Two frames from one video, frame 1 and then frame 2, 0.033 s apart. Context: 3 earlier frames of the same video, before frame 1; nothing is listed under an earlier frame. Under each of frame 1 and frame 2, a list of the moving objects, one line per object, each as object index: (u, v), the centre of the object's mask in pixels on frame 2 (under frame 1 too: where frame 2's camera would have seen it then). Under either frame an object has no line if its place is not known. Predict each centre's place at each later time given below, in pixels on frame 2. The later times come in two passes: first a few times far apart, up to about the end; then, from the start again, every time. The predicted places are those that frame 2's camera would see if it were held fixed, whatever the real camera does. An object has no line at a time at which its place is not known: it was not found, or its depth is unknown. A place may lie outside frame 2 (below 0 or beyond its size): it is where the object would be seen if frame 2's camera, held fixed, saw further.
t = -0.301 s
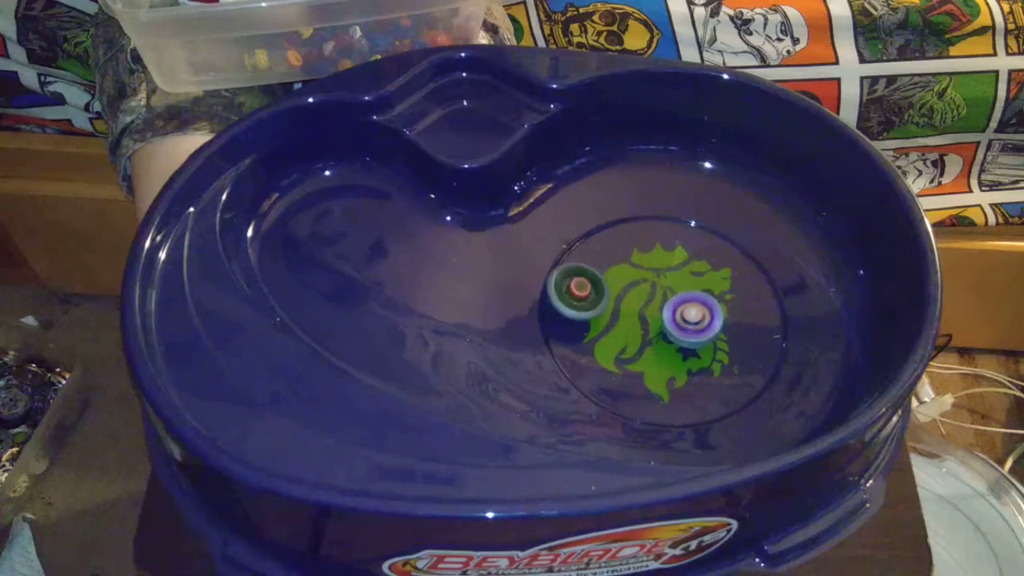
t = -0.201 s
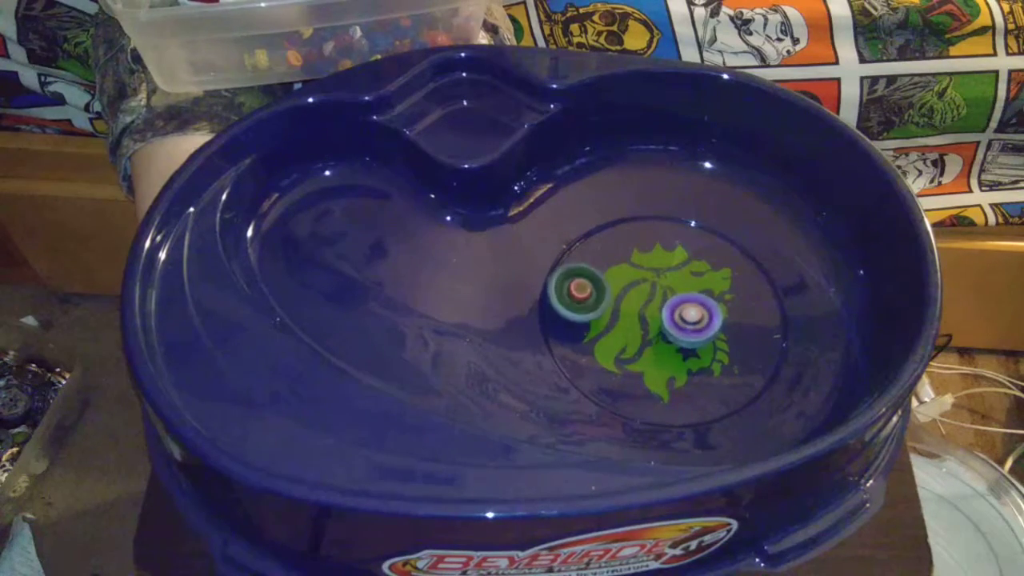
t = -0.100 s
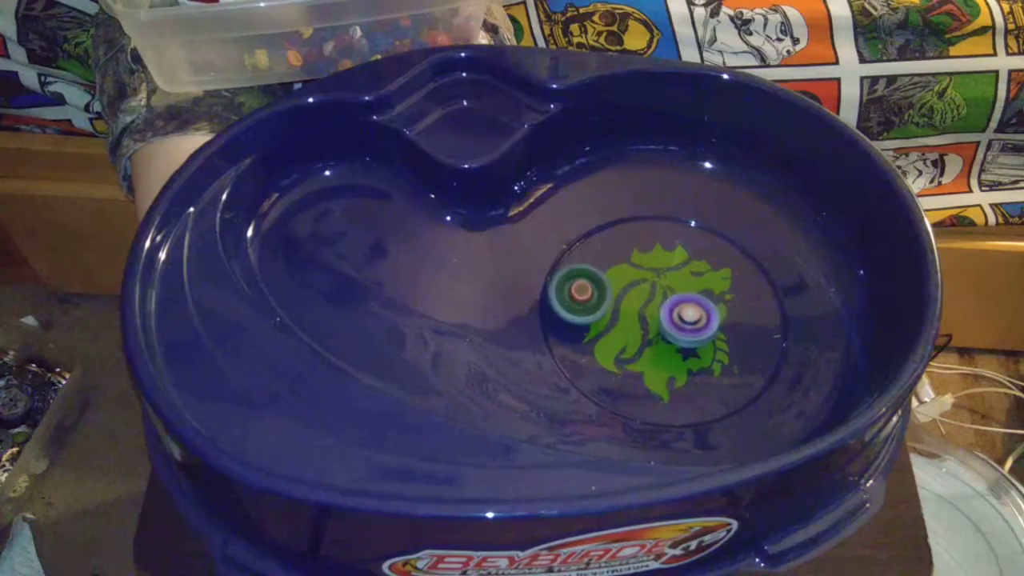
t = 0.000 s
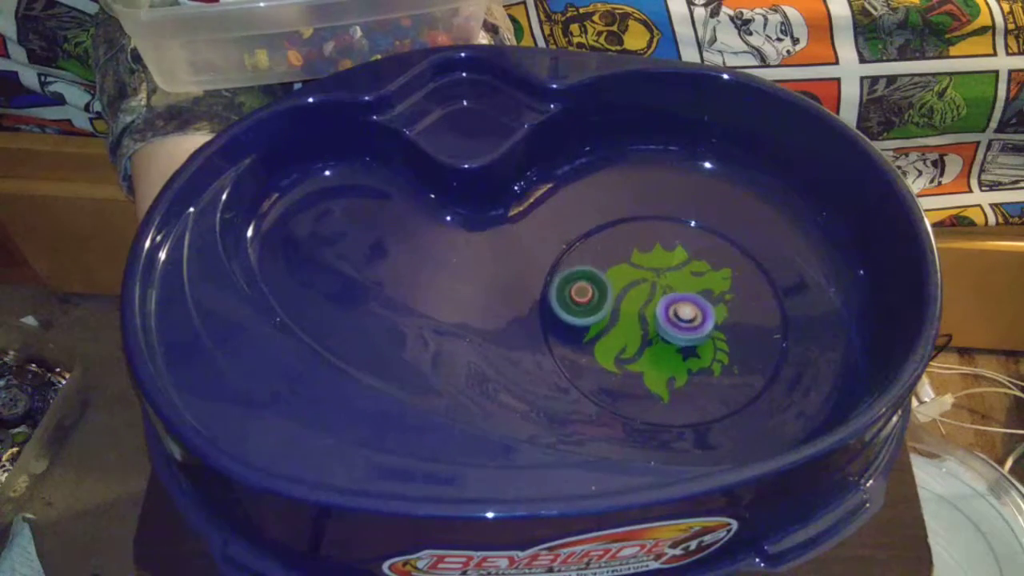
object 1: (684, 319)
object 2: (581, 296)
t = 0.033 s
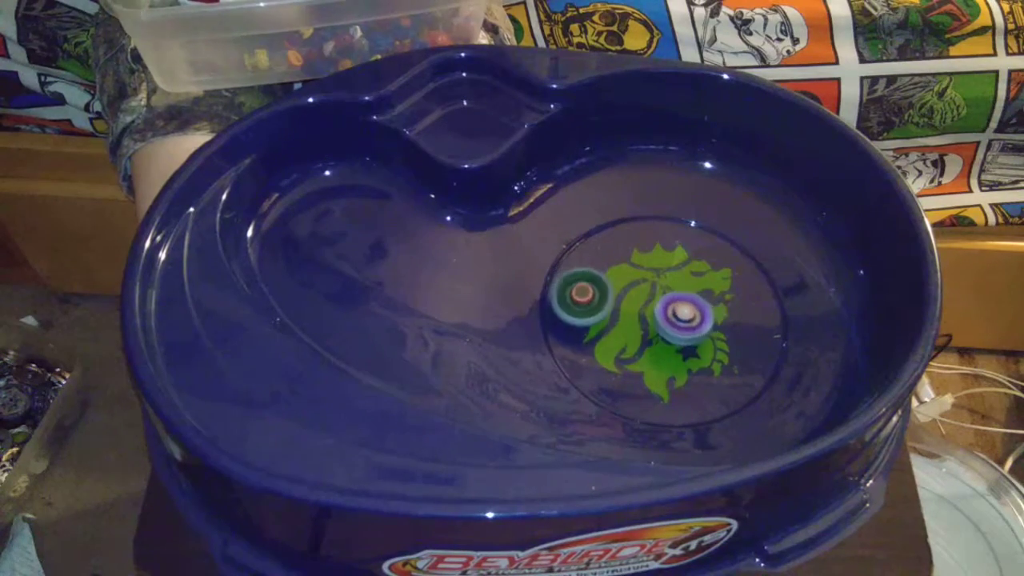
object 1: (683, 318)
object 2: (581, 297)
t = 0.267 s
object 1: (676, 310)
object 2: (586, 305)
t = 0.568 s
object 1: (677, 301)
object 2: (587, 311)
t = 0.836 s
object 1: (679, 300)
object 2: (589, 314)
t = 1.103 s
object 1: (673, 304)
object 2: (594, 317)
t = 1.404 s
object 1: (663, 300)
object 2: (599, 322)
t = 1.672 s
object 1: (662, 295)
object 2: (602, 325)
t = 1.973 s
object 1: (663, 297)
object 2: (605, 327)
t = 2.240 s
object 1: (661, 301)
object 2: (605, 331)
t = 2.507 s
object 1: (658, 301)
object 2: (607, 333)
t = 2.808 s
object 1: (657, 299)
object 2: (610, 336)
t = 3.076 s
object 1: (669, 296)
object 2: (598, 350)
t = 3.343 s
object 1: (672, 299)
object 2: (601, 357)
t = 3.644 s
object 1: (664, 303)
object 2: (609, 358)
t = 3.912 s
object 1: (657, 298)
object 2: (634, 358)
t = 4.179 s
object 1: (658, 296)
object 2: (649, 363)
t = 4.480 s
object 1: (660, 299)
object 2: (655, 362)
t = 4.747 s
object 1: (654, 298)
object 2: (661, 363)
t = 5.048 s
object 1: (653, 293)
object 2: (665, 362)
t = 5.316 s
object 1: (655, 296)
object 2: (668, 362)
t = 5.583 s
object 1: (651, 301)
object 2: (671, 360)
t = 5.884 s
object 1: (646, 299)
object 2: (675, 353)
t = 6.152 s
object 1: (647, 298)
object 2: (679, 352)
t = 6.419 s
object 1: (649, 296)
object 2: (683, 361)
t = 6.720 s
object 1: (645, 298)
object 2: (688, 356)
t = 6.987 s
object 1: (644, 299)
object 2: (689, 357)
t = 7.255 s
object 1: (644, 300)
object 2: (688, 351)
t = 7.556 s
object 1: (644, 305)
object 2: (693, 350)
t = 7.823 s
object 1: (642, 307)
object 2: (694, 348)
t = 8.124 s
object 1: (642, 305)
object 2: (695, 344)
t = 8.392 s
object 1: (639, 298)
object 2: (709, 355)
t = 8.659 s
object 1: (636, 292)
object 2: (720, 361)
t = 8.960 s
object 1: (638, 297)
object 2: (716, 346)
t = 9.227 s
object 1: (636, 302)
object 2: (701, 306)
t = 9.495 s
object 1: (635, 302)
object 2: (696, 295)
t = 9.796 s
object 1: (628, 303)
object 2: (700, 298)
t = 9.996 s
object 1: (625, 305)
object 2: (701, 298)
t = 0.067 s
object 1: (682, 317)
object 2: (582, 298)
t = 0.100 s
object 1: (681, 317)
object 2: (583, 299)
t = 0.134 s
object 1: (679, 315)
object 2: (584, 300)
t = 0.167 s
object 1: (678, 314)
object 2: (584, 301)
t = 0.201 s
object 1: (678, 313)
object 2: (585, 302)
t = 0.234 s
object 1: (676, 311)
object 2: (586, 304)
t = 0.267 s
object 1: (676, 310)
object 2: (586, 305)
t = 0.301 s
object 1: (675, 308)
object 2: (586, 306)
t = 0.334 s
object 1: (675, 307)
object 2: (586, 307)
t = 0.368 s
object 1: (675, 306)
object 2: (587, 307)
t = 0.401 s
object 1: (675, 305)
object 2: (587, 308)
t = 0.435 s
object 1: (676, 304)
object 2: (587, 309)
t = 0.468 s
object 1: (676, 303)
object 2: (587, 309)
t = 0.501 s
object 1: (676, 302)
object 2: (587, 310)
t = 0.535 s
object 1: (677, 301)
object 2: (587, 310)
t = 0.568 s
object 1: (677, 301)
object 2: (587, 311)
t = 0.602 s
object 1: (678, 300)
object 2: (588, 311)
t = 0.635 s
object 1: (678, 300)
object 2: (588, 311)
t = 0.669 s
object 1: (679, 300)
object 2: (588, 311)
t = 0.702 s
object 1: (679, 300)
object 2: (588, 312)
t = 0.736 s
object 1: (679, 300)
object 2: (589, 312)
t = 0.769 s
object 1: (679, 300)
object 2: (589, 313)
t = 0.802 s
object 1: (679, 300)
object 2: (589, 313)
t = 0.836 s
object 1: (679, 300)
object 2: (589, 314)
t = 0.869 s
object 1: (679, 301)
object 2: (590, 314)
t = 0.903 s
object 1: (678, 301)
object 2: (590, 314)
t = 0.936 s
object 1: (678, 302)
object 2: (591, 314)
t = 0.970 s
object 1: (677, 303)
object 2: (592, 315)
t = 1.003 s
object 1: (676, 303)
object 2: (592, 316)
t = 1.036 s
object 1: (676, 304)
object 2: (592, 316)
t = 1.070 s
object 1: (674, 304)
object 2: (593, 316)
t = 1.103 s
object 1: (673, 304)
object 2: (594, 317)
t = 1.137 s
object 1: (671, 304)
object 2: (595, 318)
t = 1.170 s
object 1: (670, 304)
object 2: (596, 319)
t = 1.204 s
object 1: (669, 304)
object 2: (597, 320)
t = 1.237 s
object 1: (668, 304)
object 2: (598, 321)
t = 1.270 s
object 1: (667, 303)
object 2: (598, 321)
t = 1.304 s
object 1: (666, 302)
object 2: (598, 322)
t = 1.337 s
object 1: (665, 302)
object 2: (599, 322)
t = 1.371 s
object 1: (663, 301)
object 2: (599, 322)
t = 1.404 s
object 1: (663, 300)
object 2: (599, 322)
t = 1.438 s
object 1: (662, 299)
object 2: (599, 323)
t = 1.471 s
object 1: (662, 299)
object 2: (600, 323)
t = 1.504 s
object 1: (662, 297)
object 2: (600, 323)
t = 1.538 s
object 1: (662, 297)
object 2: (601, 324)
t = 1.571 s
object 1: (662, 296)
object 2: (601, 324)
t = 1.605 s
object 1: (662, 296)
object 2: (602, 324)
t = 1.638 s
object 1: (662, 295)
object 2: (602, 325)
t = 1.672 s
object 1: (662, 295)
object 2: (602, 325)
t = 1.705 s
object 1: (662, 295)
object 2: (602, 325)
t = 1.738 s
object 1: (662, 294)
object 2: (602, 325)
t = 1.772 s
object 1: (663, 294)
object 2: (602, 326)
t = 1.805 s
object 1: (662, 294)
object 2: (602, 326)
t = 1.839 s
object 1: (663, 295)
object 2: (603, 326)
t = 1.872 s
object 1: (663, 294)
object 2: (603, 326)
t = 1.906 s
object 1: (663, 295)
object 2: (604, 327)
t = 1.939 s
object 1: (663, 295)
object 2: (604, 327)
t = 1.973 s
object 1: (663, 297)
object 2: (605, 327)
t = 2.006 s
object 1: (664, 297)
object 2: (605, 327)
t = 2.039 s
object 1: (663, 298)
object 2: (606, 328)
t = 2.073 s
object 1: (663, 299)
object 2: (606, 328)
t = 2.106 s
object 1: (662, 299)
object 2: (607, 328)
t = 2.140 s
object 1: (662, 300)
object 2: (607, 328)
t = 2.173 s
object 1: (661, 300)
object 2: (608, 329)
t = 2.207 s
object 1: (661, 301)
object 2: (608, 330)
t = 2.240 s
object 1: (661, 301)
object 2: (605, 331)
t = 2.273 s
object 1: (662, 302)
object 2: (604, 332)
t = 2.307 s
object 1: (661, 302)
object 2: (604, 332)
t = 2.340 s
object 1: (660, 302)
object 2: (605, 332)
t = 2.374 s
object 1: (660, 302)
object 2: (604, 332)
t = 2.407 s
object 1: (659, 302)
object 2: (605, 332)
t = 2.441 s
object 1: (659, 302)
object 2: (605, 333)
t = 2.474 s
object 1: (658, 301)
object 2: (606, 333)
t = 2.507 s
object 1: (658, 301)
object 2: (607, 333)
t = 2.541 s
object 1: (658, 301)
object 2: (607, 334)
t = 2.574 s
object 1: (658, 300)
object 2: (608, 334)
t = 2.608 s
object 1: (657, 300)
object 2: (608, 334)
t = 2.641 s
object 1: (657, 300)
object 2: (608, 335)
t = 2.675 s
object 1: (657, 300)
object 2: (608, 335)
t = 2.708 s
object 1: (657, 300)
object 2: (609, 335)
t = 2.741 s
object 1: (657, 300)
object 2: (609, 336)
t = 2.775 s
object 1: (657, 300)
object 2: (609, 336)
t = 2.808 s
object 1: (657, 299)
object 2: (610, 336)
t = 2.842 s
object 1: (657, 299)
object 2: (610, 336)
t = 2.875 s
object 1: (658, 299)
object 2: (611, 336)
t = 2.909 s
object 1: (658, 299)
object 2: (612, 336)
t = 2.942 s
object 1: (658, 299)
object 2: (612, 337)
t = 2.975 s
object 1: (658, 299)
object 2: (613, 337)
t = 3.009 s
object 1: (663, 297)
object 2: (606, 342)
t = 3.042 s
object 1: (667, 295)
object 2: (601, 347)
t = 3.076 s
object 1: (669, 296)
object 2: (598, 350)
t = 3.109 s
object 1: (670, 296)
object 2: (598, 353)
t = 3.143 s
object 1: (671, 296)
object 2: (598, 355)
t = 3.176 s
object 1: (671, 296)
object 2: (598, 356)
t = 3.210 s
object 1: (672, 297)
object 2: (598, 356)
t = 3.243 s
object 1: (672, 297)
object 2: (599, 356)
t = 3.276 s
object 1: (672, 298)
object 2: (600, 356)
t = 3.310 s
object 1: (672, 298)
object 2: (600, 356)
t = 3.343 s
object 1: (672, 299)
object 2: (601, 357)
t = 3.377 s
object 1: (672, 300)
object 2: (602, 357)
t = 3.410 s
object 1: (671, 300)
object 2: (603, 357)
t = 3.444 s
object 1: (671, 300)
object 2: (604, 358)
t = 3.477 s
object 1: (669, 302)
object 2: (605, 358)
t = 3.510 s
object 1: (669, 302)
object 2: (606, 358)
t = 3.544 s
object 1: (667, 303)
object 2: (606, 358)
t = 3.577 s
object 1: (667, 303)
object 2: (607, 358)
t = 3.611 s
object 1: (665, 303)
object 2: (608, 358)
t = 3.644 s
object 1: (664, 303)
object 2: (609, 358)
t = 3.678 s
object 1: (662, 302)
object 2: (611, 357)
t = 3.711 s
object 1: (662, 302)
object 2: (614, 357)
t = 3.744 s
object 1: (660, 302)
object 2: (617, 357)
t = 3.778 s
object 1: (659, 301)
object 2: (620, 356)
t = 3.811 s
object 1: (658, 300)
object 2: (623, 356)
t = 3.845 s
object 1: (658, 300)
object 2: (627, 357)
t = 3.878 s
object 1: (657, 299)
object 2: (631, 357)
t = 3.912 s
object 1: (657, 298)
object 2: (634, 358)
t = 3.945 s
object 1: (657, 297)
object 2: (638, 359)
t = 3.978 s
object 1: (657, 297)
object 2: (642, 360)
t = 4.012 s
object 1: (657, 296)
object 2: (644, 361)
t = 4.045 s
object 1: (658, 296)
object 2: (646, 362)
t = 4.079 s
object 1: (658, 295)
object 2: (648, 363)
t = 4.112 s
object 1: (658, 296)
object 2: (649, 364)
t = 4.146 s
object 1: (658, 295)
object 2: (649, 363)
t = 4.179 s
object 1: (658, 296)
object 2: (649, 363)
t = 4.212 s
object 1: (658, 295)
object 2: (650, 363)
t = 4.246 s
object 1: (659, 296)
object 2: (650, 363)
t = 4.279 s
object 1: (659, 296)
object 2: (651, 362)
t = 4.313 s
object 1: (660, 297)
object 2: (652, 362)
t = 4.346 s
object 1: (660, 297)
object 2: (652, 362)
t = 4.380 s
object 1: (660, 298)
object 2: (653, 361)
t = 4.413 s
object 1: (660, 298)
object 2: (654, 361)
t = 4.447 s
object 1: (660, 299)
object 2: (655, 362)
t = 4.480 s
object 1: (660, 299)
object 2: (655, 362)
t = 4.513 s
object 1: (659, 300)
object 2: (656, 362)
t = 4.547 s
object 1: (659, 300)
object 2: (656, 362)
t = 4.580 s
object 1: (658, 301)
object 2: (657, 361)
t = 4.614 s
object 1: (657, 301)
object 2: (657, 361)
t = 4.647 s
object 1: (656, 302)
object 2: (658, 360)
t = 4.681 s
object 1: (656, 301)
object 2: (659, 359)
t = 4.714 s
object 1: (655, 301)
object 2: (660, 360)
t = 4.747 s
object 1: (654, 298)
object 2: (661, 363)
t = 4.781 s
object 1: (654, 297)
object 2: (661, 364)
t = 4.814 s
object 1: (654, 296)
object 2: (662, 364)
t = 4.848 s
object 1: (653, 296)
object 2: (663, 363)
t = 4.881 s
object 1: (653, 295)
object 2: (663, 364)
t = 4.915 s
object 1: (653, 295)
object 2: (663, 363)
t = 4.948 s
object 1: (653, 294)
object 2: (664, 362)
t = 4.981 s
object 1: (653, 294)
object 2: (664, 363)
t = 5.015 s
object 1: (653, 293)
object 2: (665, 362)
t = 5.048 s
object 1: (653, 293)
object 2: (665, 362)
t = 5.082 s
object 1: (654, 293)
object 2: (666, 362)
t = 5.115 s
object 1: (654, 293)
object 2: (666, 362)
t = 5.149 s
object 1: (654, 293)
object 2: (667, 362)
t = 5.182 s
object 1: (654, 293)
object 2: (667, 362)
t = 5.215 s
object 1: (655, 293)
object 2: (667, 362)
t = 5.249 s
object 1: (655, 294)
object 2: (668, 362)
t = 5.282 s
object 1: (655, 294)
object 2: (668, 362)
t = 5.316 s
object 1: (655, 296)
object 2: (668, 362)
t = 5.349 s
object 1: (656, 296)
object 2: (669, 362)
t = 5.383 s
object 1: (655, 297)
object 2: (669, 361)
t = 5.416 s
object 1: (655, 298)
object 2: (669, 361)
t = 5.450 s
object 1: (654, 299)
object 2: (670, 361)
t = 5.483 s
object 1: (654, 299)
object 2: (670, 360)
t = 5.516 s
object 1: (653, 300)
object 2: (670, 360)
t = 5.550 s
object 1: (653, 300)
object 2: (671, 360)
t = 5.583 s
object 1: (651, 301)
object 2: (671, 360)
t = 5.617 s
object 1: (651, 300)
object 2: (671, 360)
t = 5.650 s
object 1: (649, 301)
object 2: (671, 359)
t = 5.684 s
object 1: (649, 300)
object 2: (673, 356)
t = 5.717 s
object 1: (648, 300)
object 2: (673, 356)
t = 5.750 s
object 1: (648, 300)
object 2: (673, 355)
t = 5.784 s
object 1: (647, 300)
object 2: (674, 355)
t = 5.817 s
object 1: (647, 300)
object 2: (674, 354)
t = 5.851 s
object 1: (646, 300)
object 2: (674, 354)
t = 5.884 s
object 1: (646, 299)
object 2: (675, 353)
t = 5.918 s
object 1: (646, 299)
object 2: (675, 353)
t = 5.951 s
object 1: (646, 299)
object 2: (676, 352)
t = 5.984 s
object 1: (646, 299)
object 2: (677, 352)
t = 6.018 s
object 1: (646, 298)
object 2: (677, 352)
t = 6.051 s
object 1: (646, 298)
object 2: (678, 352)
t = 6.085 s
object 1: (647, 298)
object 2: (678, 352)
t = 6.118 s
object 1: (647, 298)
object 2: (678, 352)
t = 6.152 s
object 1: (647, 298)
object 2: (679, 352)
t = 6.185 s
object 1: (648, 299)
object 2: (679, 352)
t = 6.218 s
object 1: (648, 299)
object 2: (679, 352)
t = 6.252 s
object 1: (648, 297)
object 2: (682, 357)
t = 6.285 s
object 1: (648, 295)
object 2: (684, 362)
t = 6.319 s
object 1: (649, 295)
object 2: (684, 363)
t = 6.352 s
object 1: (649, 295)
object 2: (684, 363)
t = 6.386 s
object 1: (649, 296)
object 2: (683, 362)
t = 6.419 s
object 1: (649, 296)
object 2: (683, 361)
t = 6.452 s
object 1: (648, 296)
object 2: (683, 360)
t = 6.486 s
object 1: (648, 297)
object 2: (683, 358)
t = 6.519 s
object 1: (648, 297)
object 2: (684, 357)
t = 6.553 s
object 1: (647, 297)
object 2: (684, 357)
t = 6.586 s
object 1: (647, 298)
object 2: (685, 356)
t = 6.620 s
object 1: (646, 298)
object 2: (686, 356)
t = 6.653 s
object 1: (646, 298)
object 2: (686, 356)
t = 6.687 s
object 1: (645, 298)
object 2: (687, 356)
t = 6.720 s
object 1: (645, 298)
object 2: (688, 356)
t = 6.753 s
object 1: (644, 298)
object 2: (688, 356)
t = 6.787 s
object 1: (645, 298)
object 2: (689, 357)
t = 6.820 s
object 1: (644, 298)
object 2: (689, 357)
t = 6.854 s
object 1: (644, 298)
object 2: (689, 357)
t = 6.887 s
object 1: (644, 299)
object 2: (689, 357)
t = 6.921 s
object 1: (644, 299)
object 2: (689, 357)
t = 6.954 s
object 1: (644, 299)
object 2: (689, 357)
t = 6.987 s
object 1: (644, 299)
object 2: (689, 357)
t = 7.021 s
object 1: (644, 299)
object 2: (689, 356)
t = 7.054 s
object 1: (644, 299)
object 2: (689, 356)
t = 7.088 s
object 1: (644, 299)
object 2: (689, 355)
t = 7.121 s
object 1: (644, 299)
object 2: (688, 355)
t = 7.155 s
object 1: (644, 299)
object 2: (688, 354)
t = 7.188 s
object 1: (644, 299)
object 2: (688, 353)
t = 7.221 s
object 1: (644, 300)
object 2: (688, 352)
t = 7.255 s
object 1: (644, 300)
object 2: (688, 351)
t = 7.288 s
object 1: (644, 301)
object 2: (689, 350)
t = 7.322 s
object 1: (644, 301)
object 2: (689, 350)
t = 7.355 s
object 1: (644, 302)
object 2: (690, 349)
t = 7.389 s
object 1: (644, 302)
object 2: (691, 349)
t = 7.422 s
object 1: (644, 303)
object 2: (692, 349)
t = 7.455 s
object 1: (644, 303)
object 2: (692, 349)
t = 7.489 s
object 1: (644, 304)
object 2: (692, 350)
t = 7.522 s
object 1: (644, 304)
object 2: (693, 350)
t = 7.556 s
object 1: (644, 305)
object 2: (693, 350)
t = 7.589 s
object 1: (644, 305)
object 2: (693, 350)
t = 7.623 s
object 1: (643, 306)
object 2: (693, 349)
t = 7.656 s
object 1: (643, 306)
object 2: (693, 349)
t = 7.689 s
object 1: (643, 306)
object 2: (693, 349)
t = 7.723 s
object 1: (642, 306)
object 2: (693, 348)
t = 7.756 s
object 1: (643, 306)
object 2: (694, 348)
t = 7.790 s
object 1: (642, 307)
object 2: (694, 348)
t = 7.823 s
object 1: (642, 307)
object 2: (694, 348)
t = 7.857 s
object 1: (642, 307)
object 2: (694, 347)
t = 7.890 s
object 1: (642, 307)
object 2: (694, 347)
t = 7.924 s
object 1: (642, 307)
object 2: (695, 347)
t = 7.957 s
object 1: (642, 306)
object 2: (695, 348)
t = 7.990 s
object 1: (641, 306)
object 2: (694, 348)
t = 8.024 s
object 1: (642, 305)
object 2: (694, 346)
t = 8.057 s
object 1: (641, 305)
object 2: (694, 345)
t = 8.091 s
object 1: (642, 305)
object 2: (694, 345)
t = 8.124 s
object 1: (642, 305)
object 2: (695, 344)
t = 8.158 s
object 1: (642, 304)
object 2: (695, 343)
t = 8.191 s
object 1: (642, 305)
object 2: (696, 343)
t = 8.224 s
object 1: (642, 304)
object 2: (696, 343)
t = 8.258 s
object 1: (643, 305)
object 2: (696, 343)
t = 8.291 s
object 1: (643, 304)
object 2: (696, 343)
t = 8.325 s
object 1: (644, 304)
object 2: (696, 343)
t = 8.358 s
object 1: (643, 304)
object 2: (699, 347)
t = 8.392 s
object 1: (639, 298)
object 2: (709, 355)
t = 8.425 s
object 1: (636, 295)
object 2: (715, 361)
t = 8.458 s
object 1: (636, 293)
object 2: (718, 364)
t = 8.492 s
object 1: (636, 293)
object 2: (719, 366)
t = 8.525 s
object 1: (636, 292)
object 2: (720, 365)
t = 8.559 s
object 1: (636, 293)
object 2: (720, 364)
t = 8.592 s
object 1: (636, 292)
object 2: (720, 364)
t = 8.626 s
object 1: (636, 293)
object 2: (720, 362)
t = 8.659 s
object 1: (636, 292)
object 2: (720, 361)
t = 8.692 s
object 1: (637, 293)
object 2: (721, 360)
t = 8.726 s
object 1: (637, 293)
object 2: (721, 359)
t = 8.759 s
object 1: (637, 293)
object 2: (722, 358)
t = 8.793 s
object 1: (637, 294)
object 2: (722, 358)
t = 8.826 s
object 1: (638, 294)
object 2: (722, 357)
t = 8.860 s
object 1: (638, 295)
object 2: (720, 356)
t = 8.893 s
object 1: (638, 296)
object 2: (719, 353)
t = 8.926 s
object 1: (638, 297)
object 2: (718, 350)
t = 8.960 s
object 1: (638, 297)
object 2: (716, 346)
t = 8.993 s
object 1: (638, 298)
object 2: (714, 342)
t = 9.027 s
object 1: (638, 299)
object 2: (711, 337)
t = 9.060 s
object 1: (638, 299)
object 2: (710, 332)
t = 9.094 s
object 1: (637, 300)
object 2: (707, 325)
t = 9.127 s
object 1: (637, 300)
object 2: (705, 320)
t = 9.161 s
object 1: (636, 301)
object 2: (703, 315)
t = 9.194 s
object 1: (636, 301)
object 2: (701, 310)
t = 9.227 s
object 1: (636, 302)
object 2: (701, 306)
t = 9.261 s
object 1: (636, 301)
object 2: (700, 302)
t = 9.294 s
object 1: (636, 302)
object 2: (699, 299)
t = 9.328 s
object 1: (635, 301)
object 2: (698, 297)
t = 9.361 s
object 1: (635, 302)
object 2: (698, 297)
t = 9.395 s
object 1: (635, 302)
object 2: (698, 296)
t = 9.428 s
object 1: (635, 302)
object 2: (697, 296)
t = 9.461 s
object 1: (635, 302)
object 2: (696, 296)
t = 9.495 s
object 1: (635, 302)
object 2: (696, 295)
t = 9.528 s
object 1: (633, 302)
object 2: (700, 294)
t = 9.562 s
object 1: (632, 301)
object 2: (700, 295)
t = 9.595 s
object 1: (632, 302)
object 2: (699, 295)
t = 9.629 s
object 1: (632, 301)
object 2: (698, 295)
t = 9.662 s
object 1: (633, 302)
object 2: (697, 296)
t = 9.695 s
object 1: (633, 302)
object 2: (696, 296)
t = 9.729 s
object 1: (633, 303)
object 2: (696, 297)
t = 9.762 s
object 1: (632, 303)
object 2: (696, 297)
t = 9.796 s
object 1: (628, 303)
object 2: (700, 298)
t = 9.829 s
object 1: (626, 303)
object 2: (702, 299)
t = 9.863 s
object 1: (625, 303)
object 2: (702, 300)
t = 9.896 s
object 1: (626, 303)
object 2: (701, 300)
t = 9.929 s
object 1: (626, 304)
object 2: (701, 299)
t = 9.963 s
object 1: (626, 304)
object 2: (701, 298)
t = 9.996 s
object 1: (625, 305)
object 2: (701, 298)
